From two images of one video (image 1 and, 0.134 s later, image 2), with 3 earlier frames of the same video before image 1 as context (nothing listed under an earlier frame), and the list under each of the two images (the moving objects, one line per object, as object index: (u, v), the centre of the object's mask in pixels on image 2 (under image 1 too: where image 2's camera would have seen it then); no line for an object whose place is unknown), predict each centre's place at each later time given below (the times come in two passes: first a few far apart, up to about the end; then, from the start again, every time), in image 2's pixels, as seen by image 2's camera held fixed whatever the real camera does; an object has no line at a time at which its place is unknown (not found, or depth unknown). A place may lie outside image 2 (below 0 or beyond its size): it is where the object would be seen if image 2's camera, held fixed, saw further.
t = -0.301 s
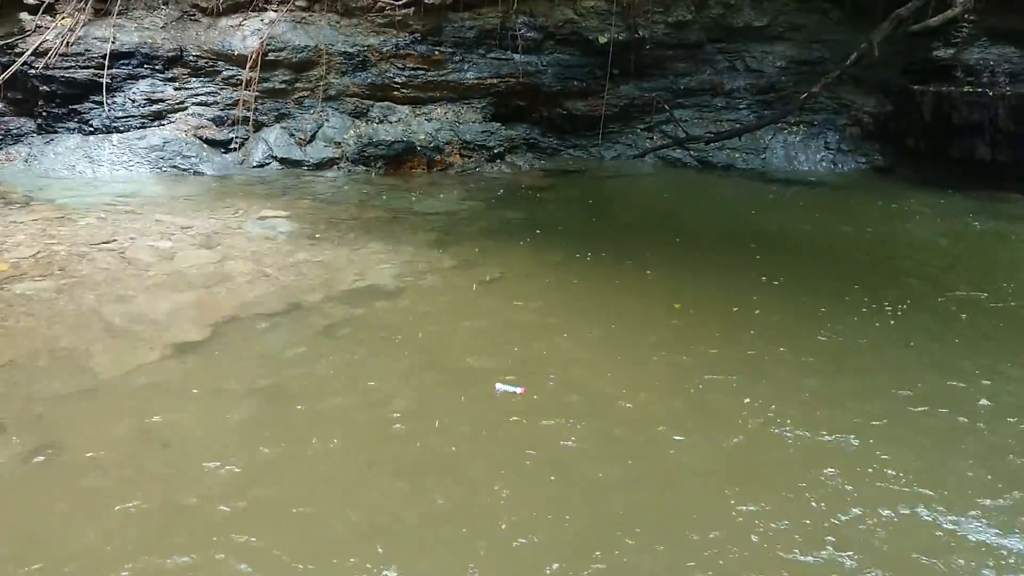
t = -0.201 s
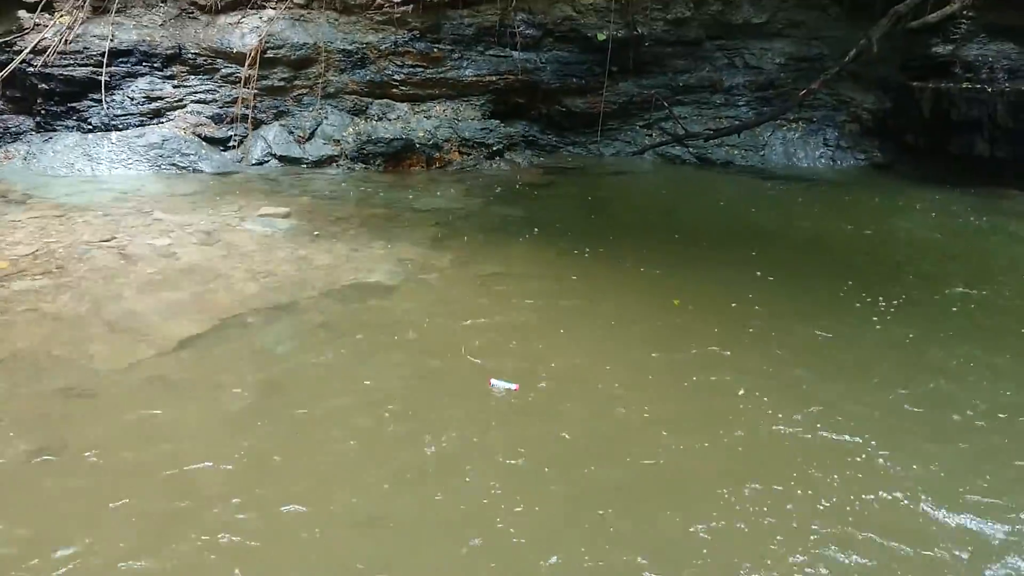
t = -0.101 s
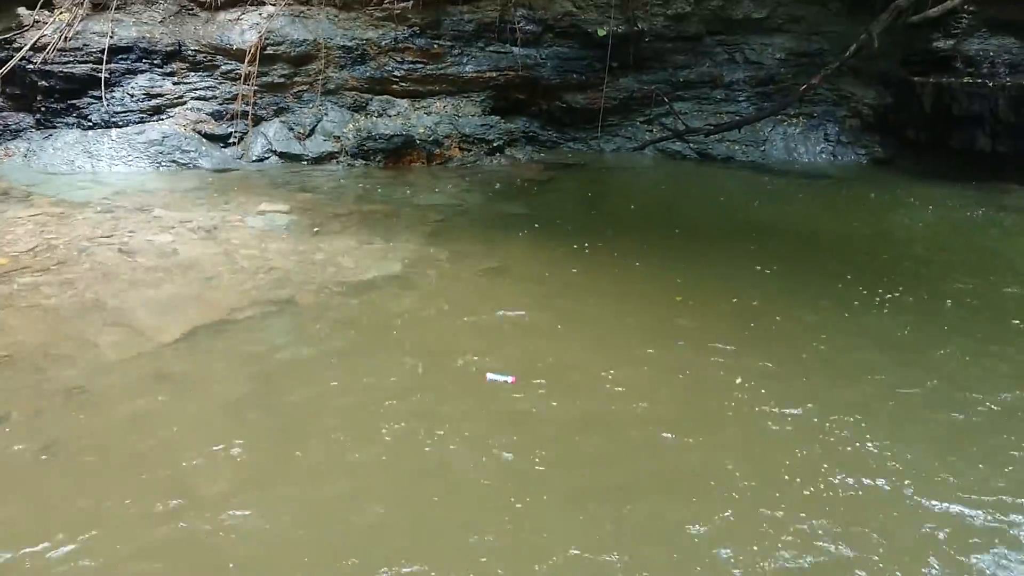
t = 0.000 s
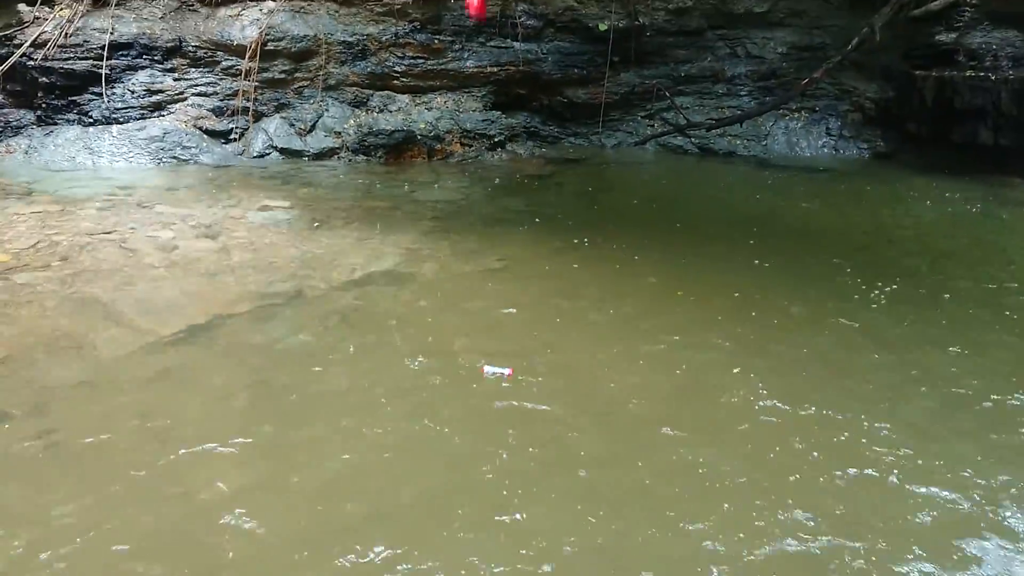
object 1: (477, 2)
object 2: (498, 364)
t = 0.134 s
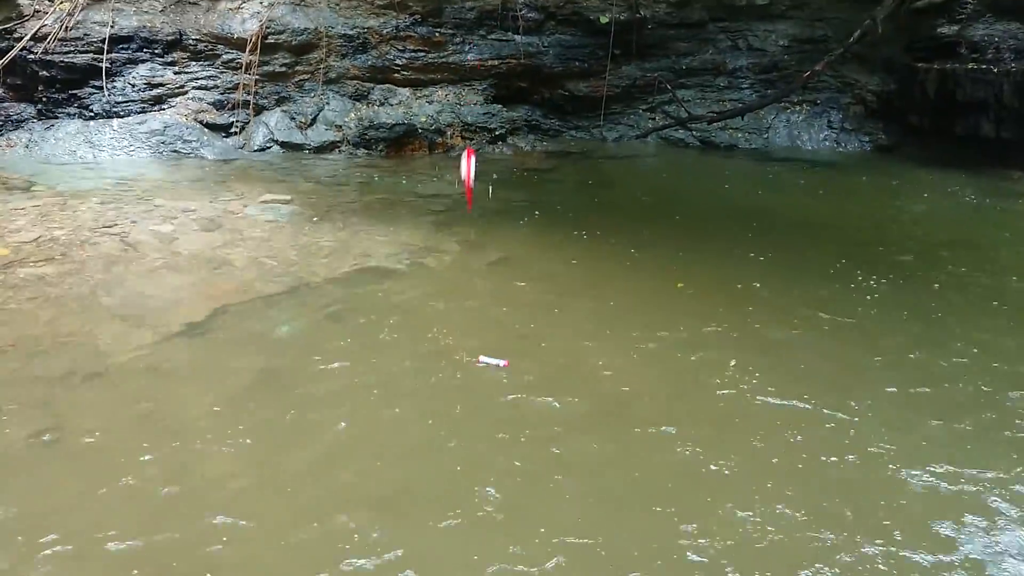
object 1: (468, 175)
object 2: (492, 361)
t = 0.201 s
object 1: (464, 262)
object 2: (489, 362)
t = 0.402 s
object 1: (458, 336)
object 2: (482, 364)
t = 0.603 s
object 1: (454, 332)
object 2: (474, 356)
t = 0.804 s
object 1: (443, 322)
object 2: (463, 358)
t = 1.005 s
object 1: (433, 306)
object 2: (455, 354)
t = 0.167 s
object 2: (491, 361)
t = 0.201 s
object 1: (464, 262)
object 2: (489, 362)
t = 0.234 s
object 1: (463, 304)
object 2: (489, 363)
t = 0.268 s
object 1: (457, 321)
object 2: (487, 364)
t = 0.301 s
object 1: (462, 325)
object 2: (486, 365)
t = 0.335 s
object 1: (465, 327)
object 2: (484, 365)
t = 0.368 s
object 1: (458, 335)
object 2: (484, 365)
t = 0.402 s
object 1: (458, 336)
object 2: (482, 364)
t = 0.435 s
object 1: (457, 337)
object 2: (481, 363)
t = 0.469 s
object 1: (456, 336)
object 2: (479, 360)
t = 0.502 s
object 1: (454, 336)
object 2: (478, 359)
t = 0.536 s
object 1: (455, 334)
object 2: (477, 357)
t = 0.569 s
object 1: (456, 334)
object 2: (475, 357)
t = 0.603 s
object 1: (454, 332)
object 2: (474, 356)
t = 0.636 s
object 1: (454, 330)
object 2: (473, 357)
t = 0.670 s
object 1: (453, 329)
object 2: (471, 358)
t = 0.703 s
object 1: (450, 328)
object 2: (470, 359)
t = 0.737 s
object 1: (448, 325)
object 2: (468, 360)
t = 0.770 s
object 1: (446, 324)
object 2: (465, 359)
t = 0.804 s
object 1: (443, 322)
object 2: (463, 358)
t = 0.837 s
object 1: (440, 318)
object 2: (461, 357)
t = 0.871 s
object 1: (439, 316)
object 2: (461, 356)
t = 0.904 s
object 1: (437, 314)
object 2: (460, 355)
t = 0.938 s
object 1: (435, 311)
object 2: (459, 354)
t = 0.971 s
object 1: (434, 309)
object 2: (456, 354)
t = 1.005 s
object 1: (433, 306)
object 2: (455, 354)
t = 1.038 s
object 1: (431, 304)
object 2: (454, 354)
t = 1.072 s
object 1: (430, 303)
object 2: (452, 354)
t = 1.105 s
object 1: (428, 301)
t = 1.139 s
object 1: (427, 301)
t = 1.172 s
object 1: (426, 300)
